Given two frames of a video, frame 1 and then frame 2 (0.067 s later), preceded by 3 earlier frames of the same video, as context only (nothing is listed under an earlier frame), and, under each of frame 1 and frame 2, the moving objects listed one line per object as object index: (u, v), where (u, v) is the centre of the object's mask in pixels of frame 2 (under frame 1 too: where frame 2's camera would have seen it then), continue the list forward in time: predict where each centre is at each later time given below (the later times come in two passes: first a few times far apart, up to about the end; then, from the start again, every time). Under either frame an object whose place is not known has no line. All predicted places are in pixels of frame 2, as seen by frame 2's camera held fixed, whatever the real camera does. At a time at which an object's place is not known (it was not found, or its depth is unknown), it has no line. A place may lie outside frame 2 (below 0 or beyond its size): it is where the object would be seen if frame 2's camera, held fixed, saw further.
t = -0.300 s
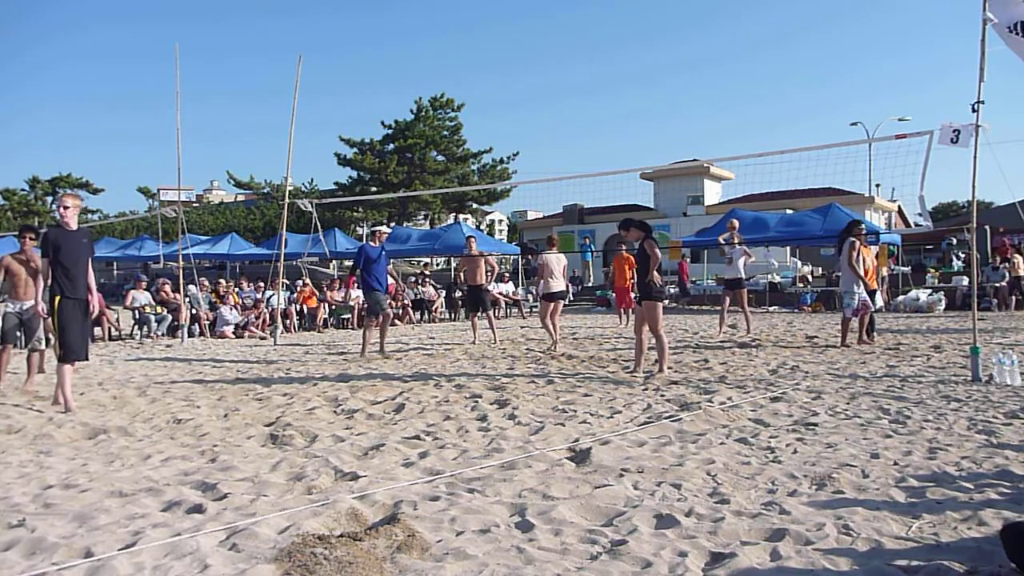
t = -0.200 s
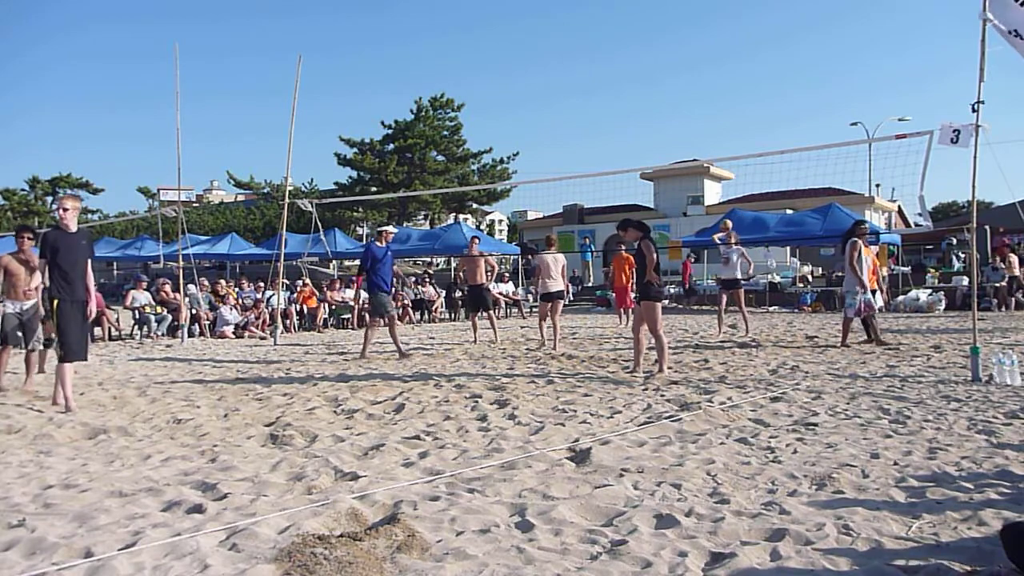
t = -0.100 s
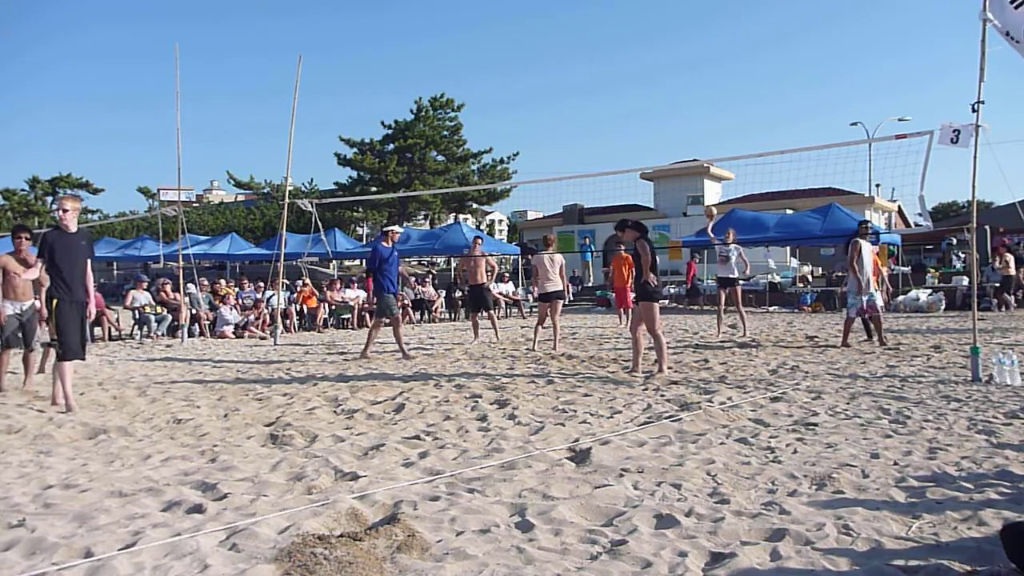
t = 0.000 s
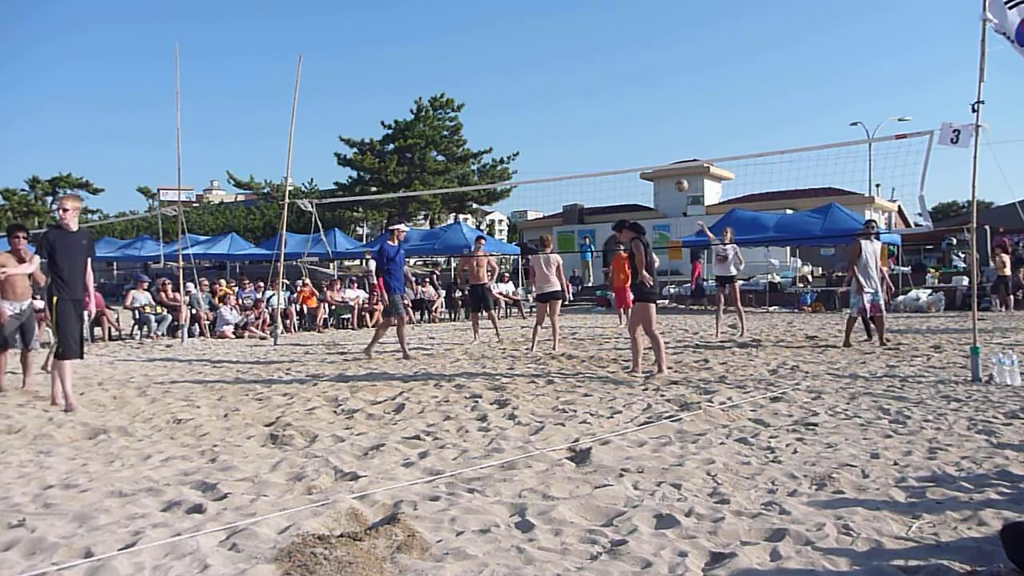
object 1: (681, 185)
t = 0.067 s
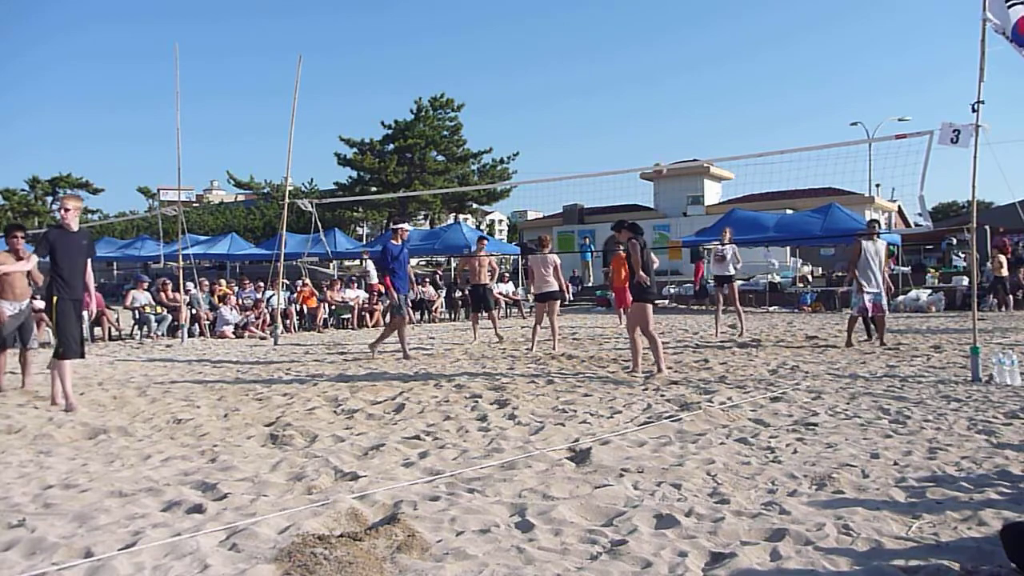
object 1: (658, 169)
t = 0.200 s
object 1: (612, 140)
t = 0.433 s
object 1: (514, 104)
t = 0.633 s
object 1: (412, 98)
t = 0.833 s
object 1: (288, 120)
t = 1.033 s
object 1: (135, 184)
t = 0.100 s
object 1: (647, 161)
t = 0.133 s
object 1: (636, 154)
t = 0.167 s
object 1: (624, 146)
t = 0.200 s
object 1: (612, 140)
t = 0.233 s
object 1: (599, 133)
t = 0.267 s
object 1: (586, 128)
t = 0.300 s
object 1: (572, 122)
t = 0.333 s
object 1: (559, 117)
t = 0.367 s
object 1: (544, 112)
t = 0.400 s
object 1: (530, 108)
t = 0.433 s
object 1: (514, 104)
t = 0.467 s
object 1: (498, 102)
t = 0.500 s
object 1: (482, 99)
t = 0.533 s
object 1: (465, 98)
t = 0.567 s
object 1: (448, 97)
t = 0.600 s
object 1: (430, 97)
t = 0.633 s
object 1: (412, 98)
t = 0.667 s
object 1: (393, 99)
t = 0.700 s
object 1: (374, 101)
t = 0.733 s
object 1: (353, 104)
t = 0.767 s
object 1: (333, 108)
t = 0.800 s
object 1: (311, 113)
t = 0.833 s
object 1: (288, 120)
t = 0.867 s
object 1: (265, 127)
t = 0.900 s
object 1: (241, 136)
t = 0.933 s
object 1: (217, 146)
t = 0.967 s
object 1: (190, 157)
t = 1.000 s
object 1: (163, 169)
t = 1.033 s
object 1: (135, 184)
